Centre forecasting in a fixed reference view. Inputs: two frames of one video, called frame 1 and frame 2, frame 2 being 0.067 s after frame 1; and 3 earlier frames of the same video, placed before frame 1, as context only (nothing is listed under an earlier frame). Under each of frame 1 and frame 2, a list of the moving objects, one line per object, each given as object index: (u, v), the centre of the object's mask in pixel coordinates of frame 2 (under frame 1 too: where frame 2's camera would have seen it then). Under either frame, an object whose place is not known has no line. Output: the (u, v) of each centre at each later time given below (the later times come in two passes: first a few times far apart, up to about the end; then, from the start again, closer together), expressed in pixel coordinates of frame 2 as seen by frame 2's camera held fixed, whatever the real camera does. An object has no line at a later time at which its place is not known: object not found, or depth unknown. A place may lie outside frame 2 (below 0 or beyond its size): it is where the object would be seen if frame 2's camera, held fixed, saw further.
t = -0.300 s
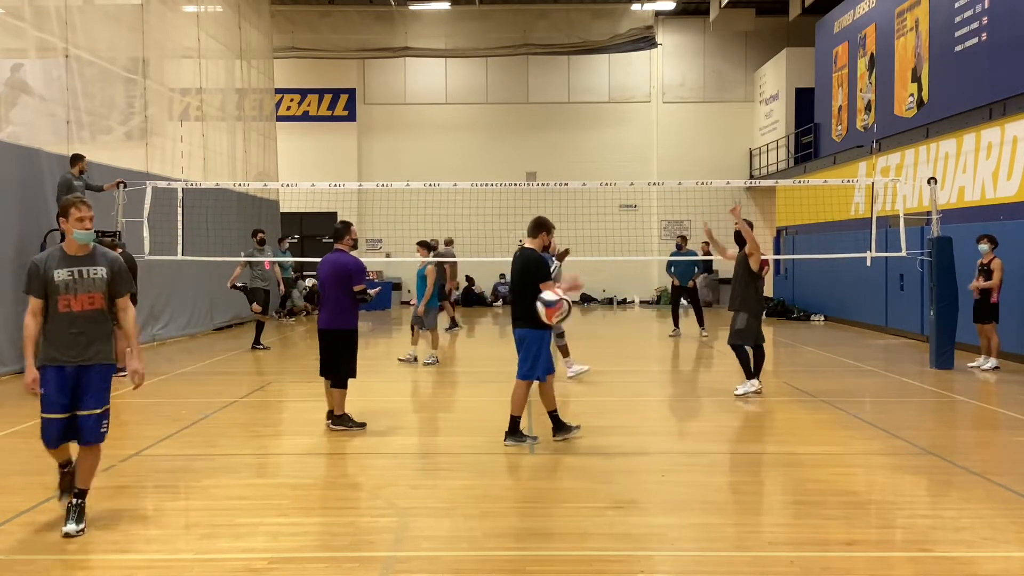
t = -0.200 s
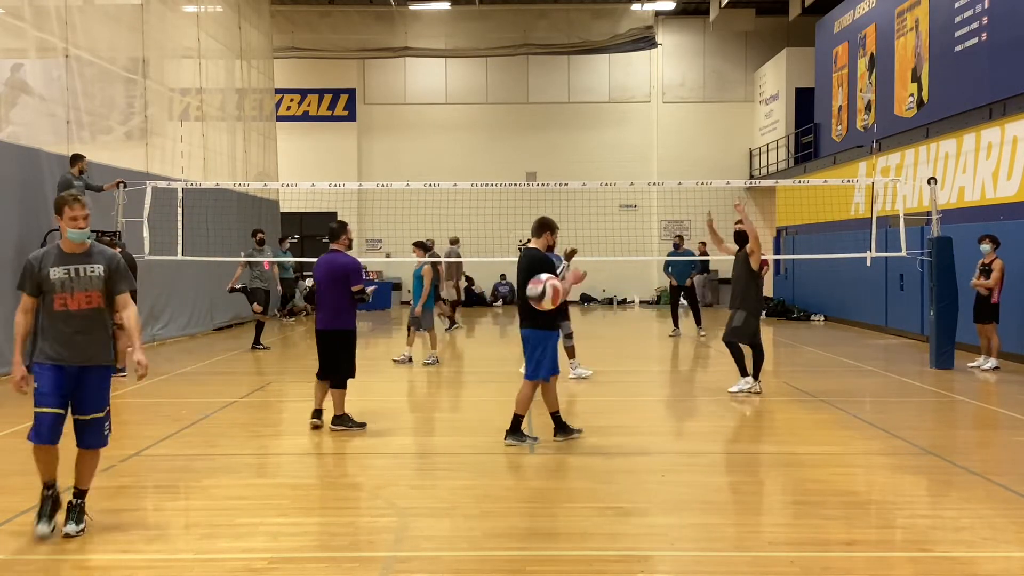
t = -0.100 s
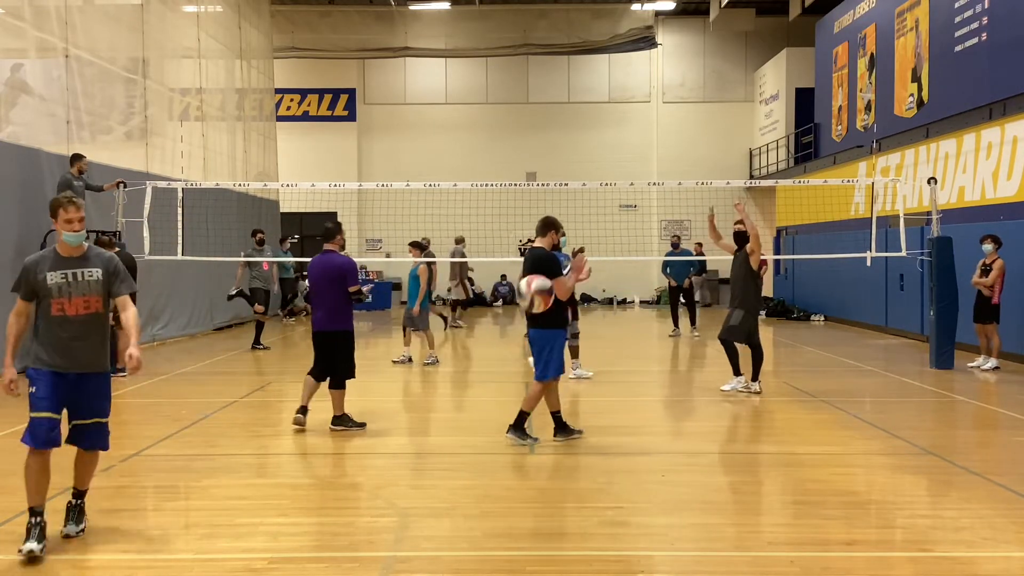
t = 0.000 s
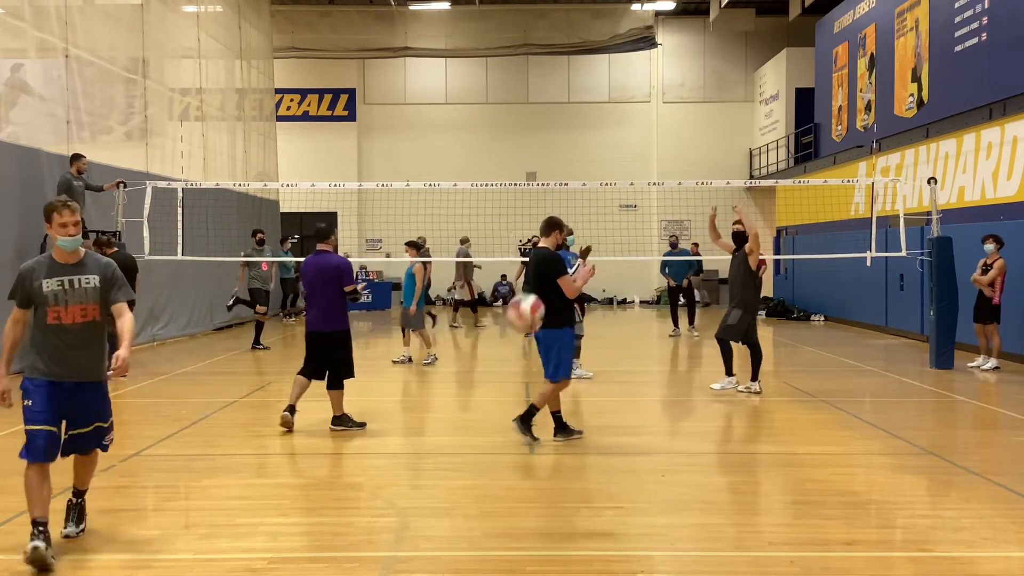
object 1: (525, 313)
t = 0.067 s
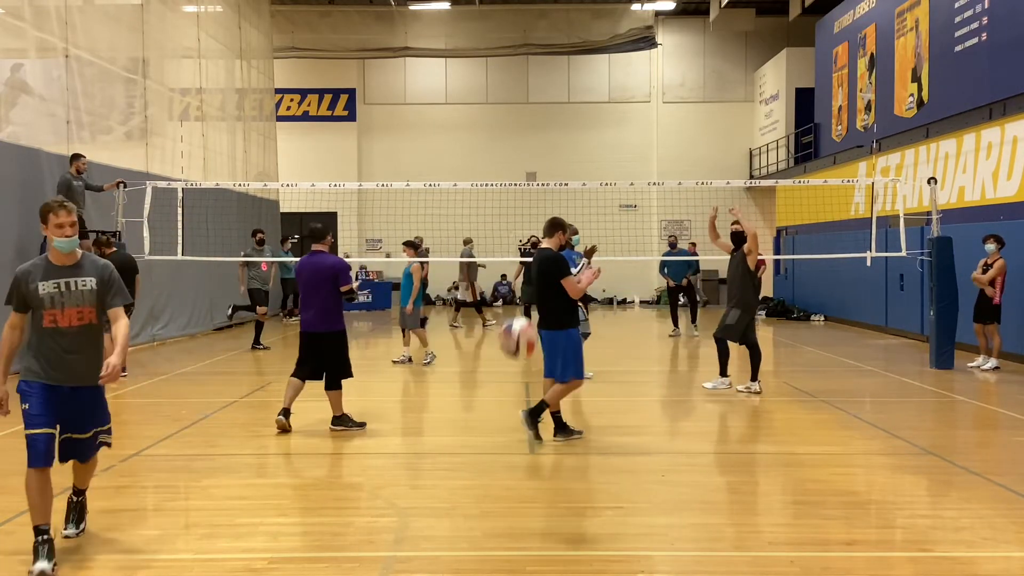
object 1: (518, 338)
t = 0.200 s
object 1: (503, 415)
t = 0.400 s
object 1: (478, 520)
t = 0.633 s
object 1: (442, 425)
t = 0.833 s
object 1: (406, 434)
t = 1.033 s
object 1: (364, 553)
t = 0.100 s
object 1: (515, 354)
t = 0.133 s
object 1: (510, 371)
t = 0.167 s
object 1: (506, 394)
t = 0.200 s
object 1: (503, 415)
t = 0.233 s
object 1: (499, 445)
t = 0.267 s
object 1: (495, 473)
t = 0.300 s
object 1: (492, 506)
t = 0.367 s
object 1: (483, 541)
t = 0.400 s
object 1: (478, 520)
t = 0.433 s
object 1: (473, 501)
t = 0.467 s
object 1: (468, 483)
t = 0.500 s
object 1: (464, 467)
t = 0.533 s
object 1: (459, 454)
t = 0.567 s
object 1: (453, 443)
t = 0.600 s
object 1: (448, 433)
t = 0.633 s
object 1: (442, 425)
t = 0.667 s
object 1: (437, 421)
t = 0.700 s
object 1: (431, 418)
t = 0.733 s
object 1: (425, 418)
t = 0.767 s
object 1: (419, 420)
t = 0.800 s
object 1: (413, 425)
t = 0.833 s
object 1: (406, 434)
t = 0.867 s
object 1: (399, 446)
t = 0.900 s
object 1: (393, 460)
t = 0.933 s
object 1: (386, 479)
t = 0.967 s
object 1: (379, 502)
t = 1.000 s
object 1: (371, 527)
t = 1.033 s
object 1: (364, 553)
